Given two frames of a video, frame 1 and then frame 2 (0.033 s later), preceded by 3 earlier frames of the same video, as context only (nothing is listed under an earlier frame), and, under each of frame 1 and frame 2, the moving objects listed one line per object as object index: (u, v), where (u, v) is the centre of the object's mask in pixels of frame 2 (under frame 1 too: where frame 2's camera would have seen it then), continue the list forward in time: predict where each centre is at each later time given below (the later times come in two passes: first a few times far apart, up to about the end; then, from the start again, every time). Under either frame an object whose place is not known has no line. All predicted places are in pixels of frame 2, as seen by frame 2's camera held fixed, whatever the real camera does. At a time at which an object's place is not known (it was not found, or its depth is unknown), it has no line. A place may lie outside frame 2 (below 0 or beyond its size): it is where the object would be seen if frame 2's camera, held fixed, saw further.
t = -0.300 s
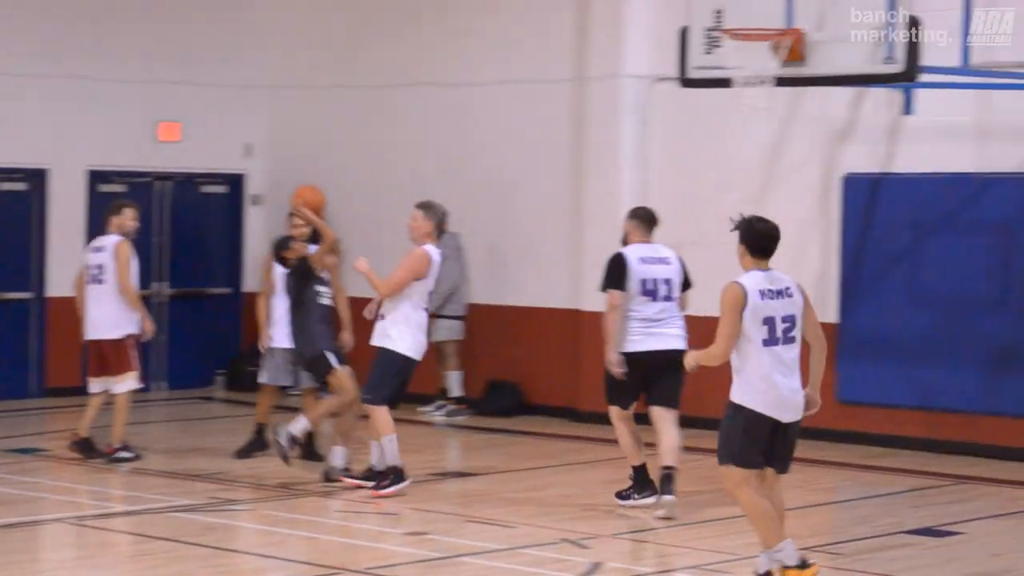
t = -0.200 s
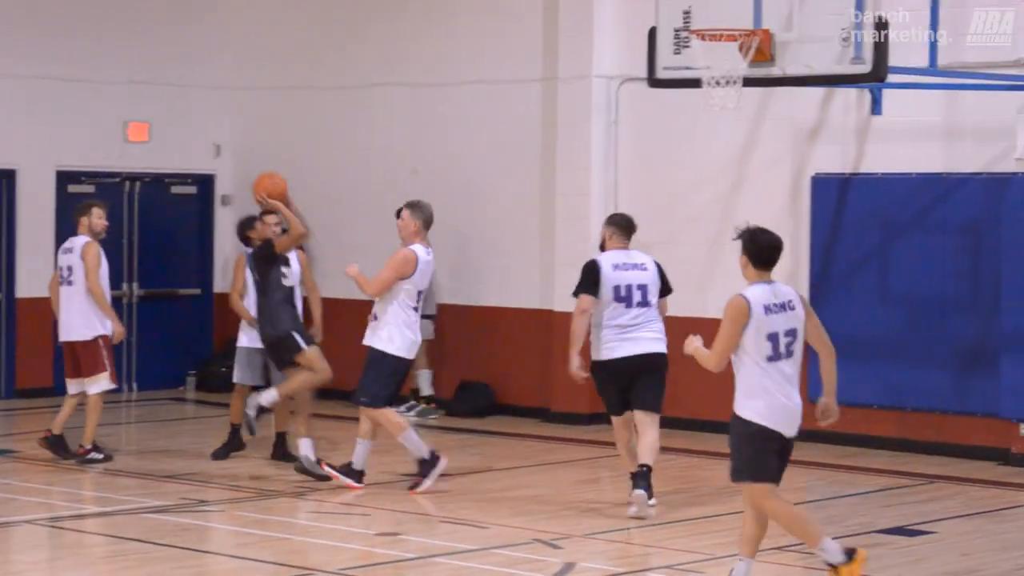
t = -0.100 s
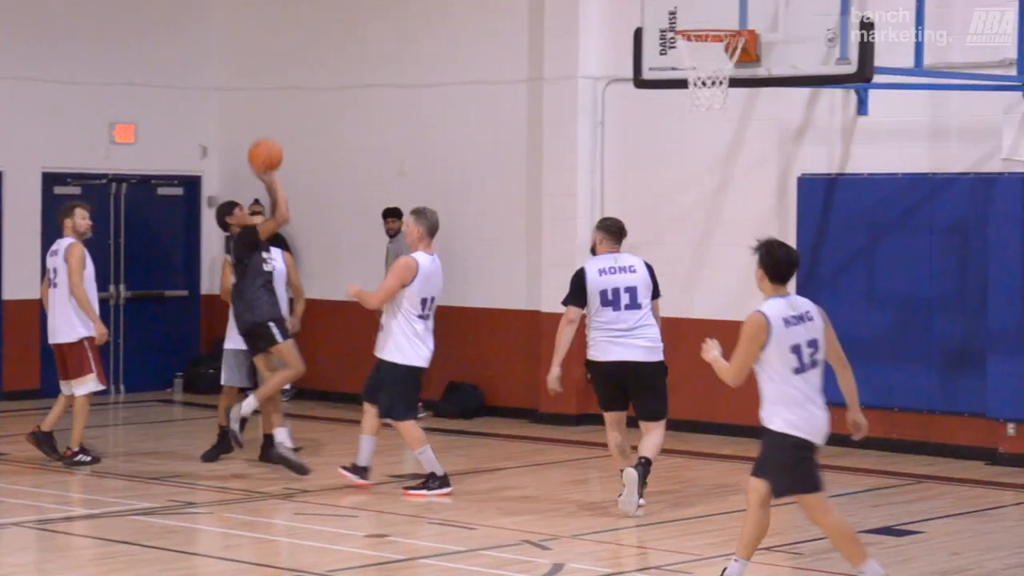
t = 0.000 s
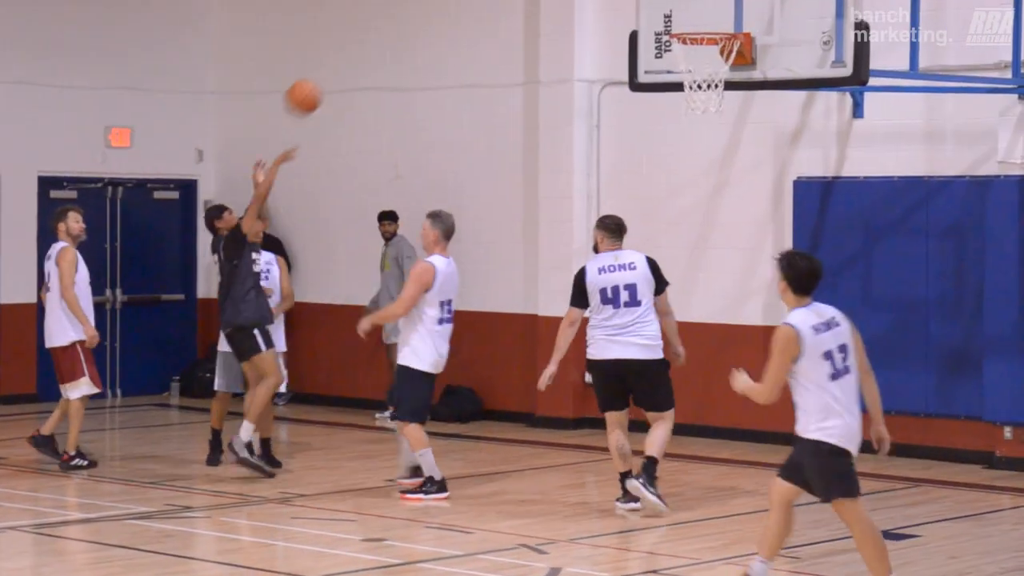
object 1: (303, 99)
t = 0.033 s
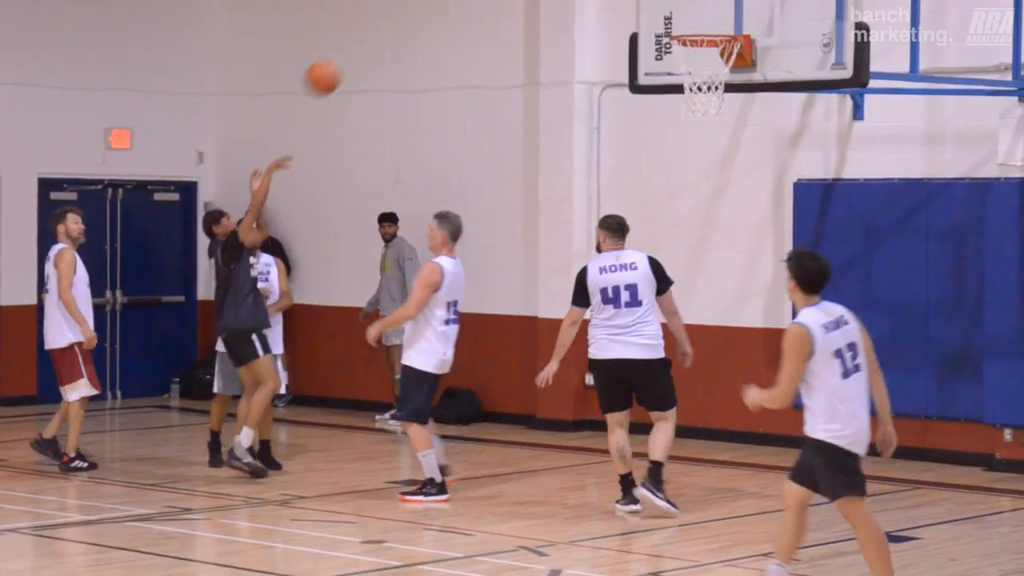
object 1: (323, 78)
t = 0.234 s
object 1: (437, -15)
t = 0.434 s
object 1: (550, -58)
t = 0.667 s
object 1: (682, -29)
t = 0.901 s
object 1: (708, 56)
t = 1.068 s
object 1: (670, 106)
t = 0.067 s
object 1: (341, 58)
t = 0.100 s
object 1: (360, 39)
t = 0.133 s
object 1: (379, 22)
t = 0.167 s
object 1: (397, 8)
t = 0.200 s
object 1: (417, -5)
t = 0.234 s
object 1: (437, -15)
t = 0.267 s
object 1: (456, -24)
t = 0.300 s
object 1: (475, -35)
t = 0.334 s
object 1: (495, -44)
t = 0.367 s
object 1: (514, -52)
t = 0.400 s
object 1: (532, -56)
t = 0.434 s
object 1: (550, -58)
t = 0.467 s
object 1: (569, -59)
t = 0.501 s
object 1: (588, -58)
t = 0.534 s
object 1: (607, -55)
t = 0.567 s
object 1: (626, -52)
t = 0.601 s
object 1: (644, -45)
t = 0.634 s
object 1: (663, -38)
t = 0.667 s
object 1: (682, -29)
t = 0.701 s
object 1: (701, -18)
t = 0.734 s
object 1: (715, -7)
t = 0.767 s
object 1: (715, 3)
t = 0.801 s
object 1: (715, 14)
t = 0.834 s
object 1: (716, 26)
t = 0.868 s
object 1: (715, 42)
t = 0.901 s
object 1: (708, 56)
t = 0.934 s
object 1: (698, 66)
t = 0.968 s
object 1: (691, 79)
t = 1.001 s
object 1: (684, 88)
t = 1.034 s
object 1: (676, 100)
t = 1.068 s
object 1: (670, 106)
